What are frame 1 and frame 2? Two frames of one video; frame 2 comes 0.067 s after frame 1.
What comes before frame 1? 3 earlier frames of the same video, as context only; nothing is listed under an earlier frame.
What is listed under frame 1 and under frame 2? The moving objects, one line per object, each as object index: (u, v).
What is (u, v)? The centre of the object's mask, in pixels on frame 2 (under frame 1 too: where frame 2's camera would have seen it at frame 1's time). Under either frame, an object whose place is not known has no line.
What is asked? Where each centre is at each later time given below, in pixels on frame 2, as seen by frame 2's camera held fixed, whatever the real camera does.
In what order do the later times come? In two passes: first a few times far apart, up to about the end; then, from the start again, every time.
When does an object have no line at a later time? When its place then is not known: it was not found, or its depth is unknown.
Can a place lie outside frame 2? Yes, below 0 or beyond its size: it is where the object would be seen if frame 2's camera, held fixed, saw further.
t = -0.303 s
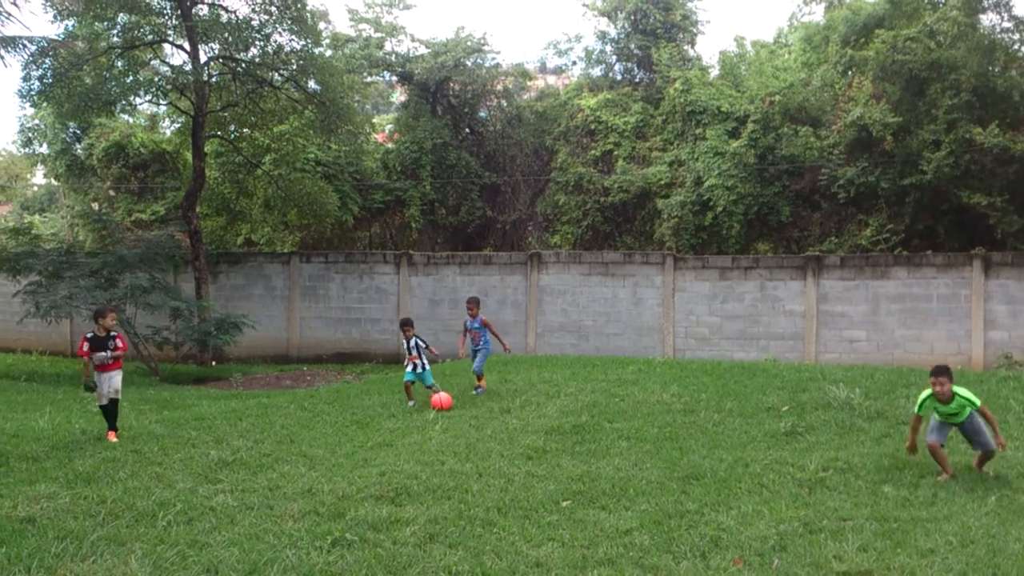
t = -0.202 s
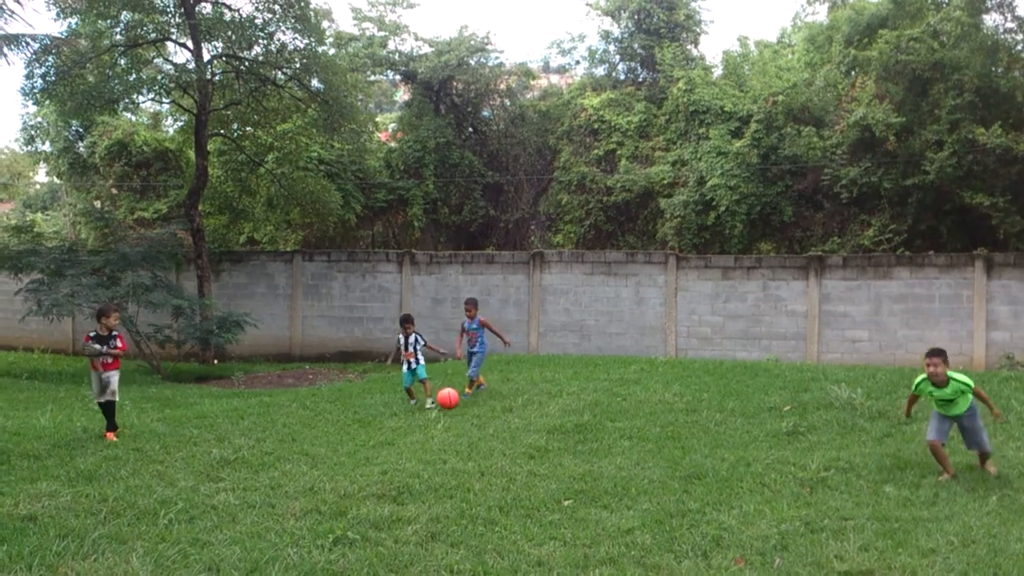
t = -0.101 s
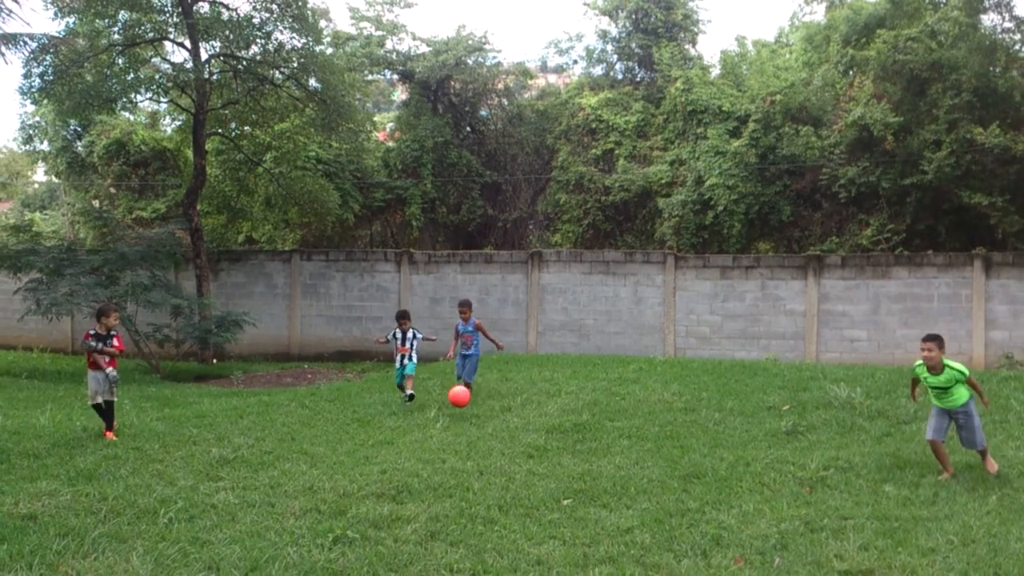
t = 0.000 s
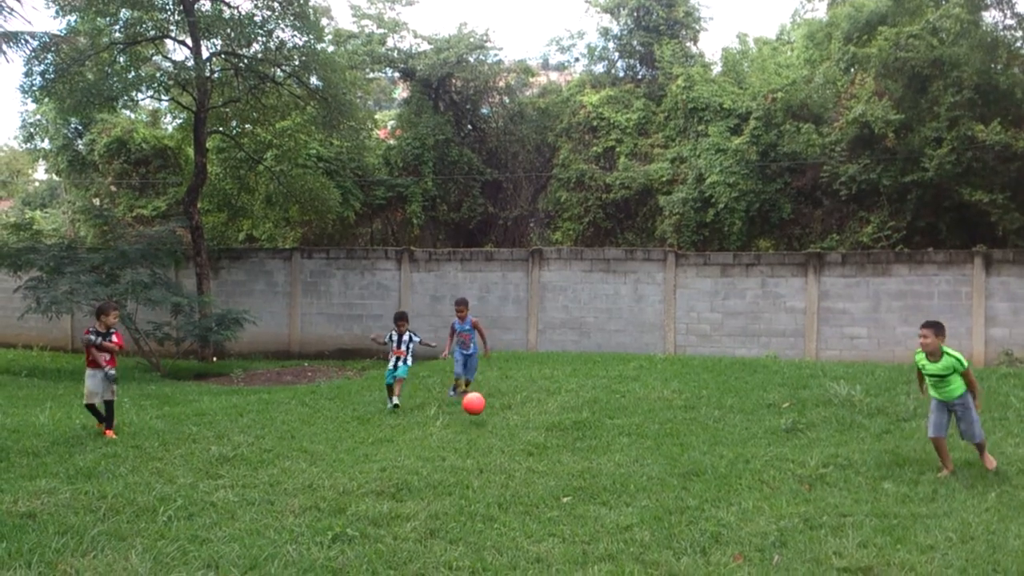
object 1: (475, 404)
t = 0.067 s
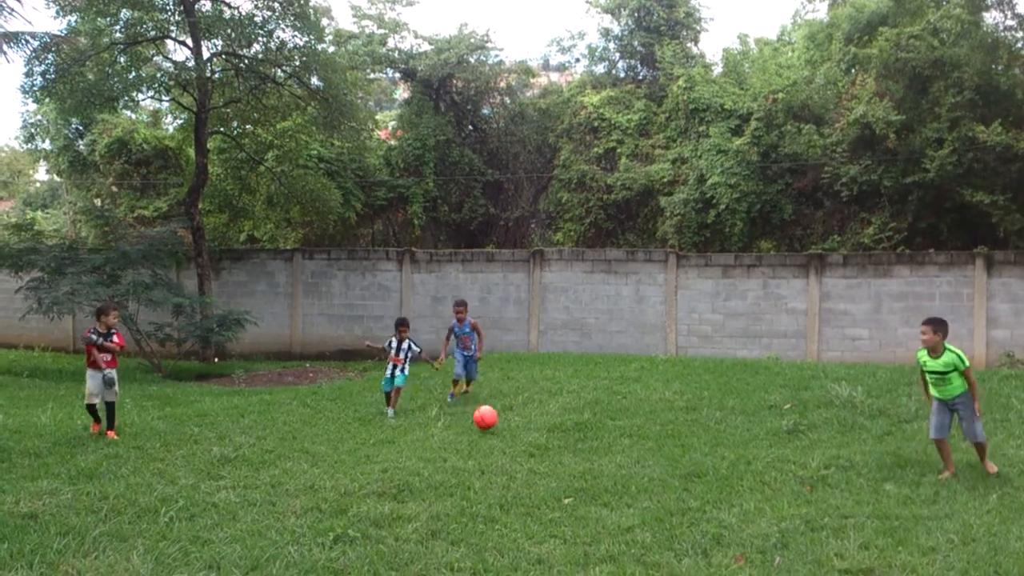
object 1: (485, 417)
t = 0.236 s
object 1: (503, 424)
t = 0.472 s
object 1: (524, 450)
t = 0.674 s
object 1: (543, 462)
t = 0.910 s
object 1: (565, 478)
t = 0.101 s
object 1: (490, 425)
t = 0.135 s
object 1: (495, 429)
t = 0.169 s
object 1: (497, 427)
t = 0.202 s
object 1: (500, 425)
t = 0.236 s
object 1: (503, 424)
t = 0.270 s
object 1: (506, 425)
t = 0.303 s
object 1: (509, 427)
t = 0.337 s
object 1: (512, 431)
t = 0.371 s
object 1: (515, 436)
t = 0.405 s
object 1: (518, 442)
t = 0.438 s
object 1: (522, 448)
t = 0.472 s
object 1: (524, 450)
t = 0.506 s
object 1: (527, 449)
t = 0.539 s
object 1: (530, 449)
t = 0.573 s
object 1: (533, 451)
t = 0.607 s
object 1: (536, 454)
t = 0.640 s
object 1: (539, 458)
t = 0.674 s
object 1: (543, 462)
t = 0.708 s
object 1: (545, 464)
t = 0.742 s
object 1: (548, 466)
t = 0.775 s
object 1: (551, 468)
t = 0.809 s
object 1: (555, 470)
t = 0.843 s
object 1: (558, 473)
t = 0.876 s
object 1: (562, 476)
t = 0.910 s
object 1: (565, 478)
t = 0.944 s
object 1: (568, 479)
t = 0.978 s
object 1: (571, 480)
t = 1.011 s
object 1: (574, 481)
